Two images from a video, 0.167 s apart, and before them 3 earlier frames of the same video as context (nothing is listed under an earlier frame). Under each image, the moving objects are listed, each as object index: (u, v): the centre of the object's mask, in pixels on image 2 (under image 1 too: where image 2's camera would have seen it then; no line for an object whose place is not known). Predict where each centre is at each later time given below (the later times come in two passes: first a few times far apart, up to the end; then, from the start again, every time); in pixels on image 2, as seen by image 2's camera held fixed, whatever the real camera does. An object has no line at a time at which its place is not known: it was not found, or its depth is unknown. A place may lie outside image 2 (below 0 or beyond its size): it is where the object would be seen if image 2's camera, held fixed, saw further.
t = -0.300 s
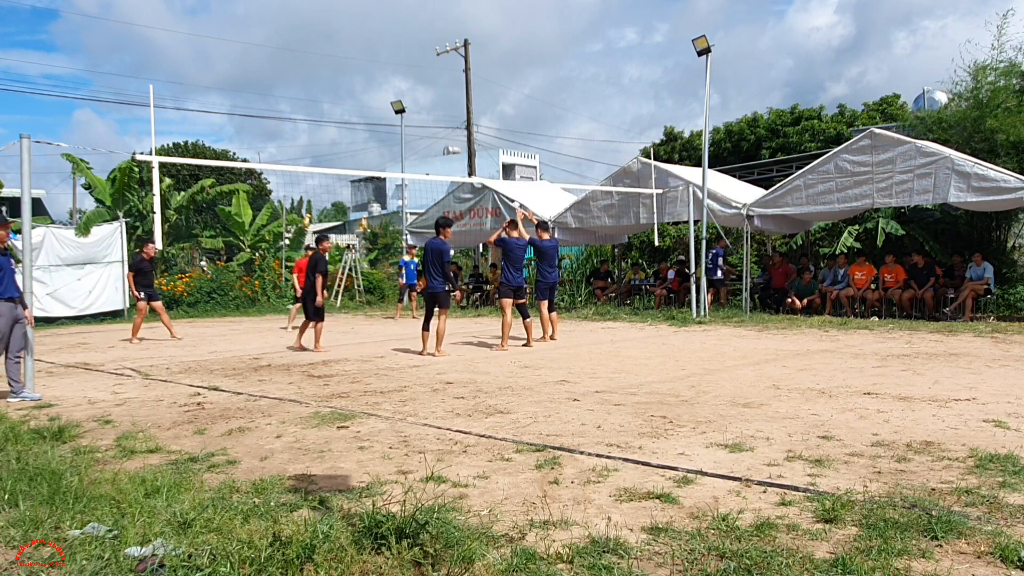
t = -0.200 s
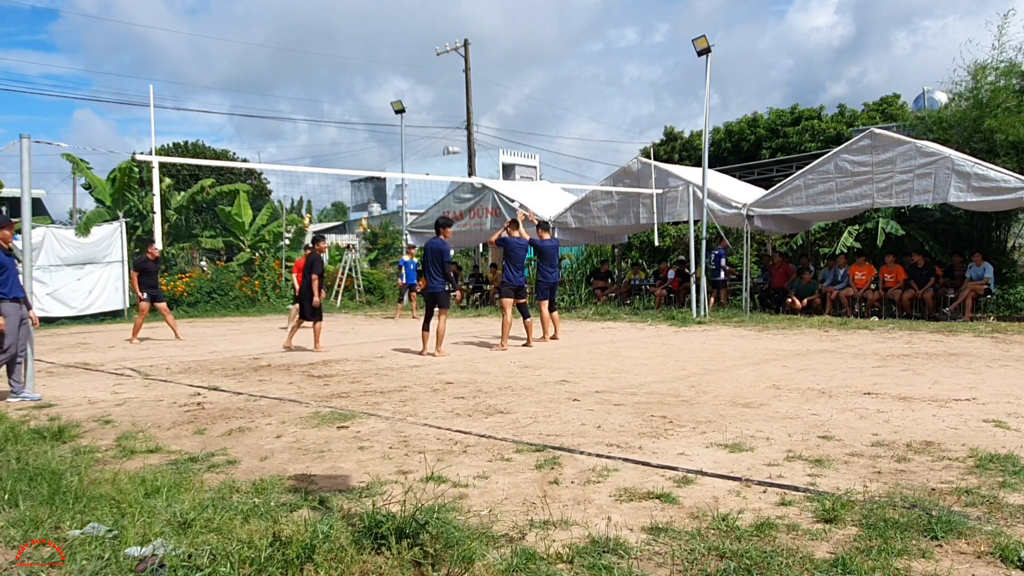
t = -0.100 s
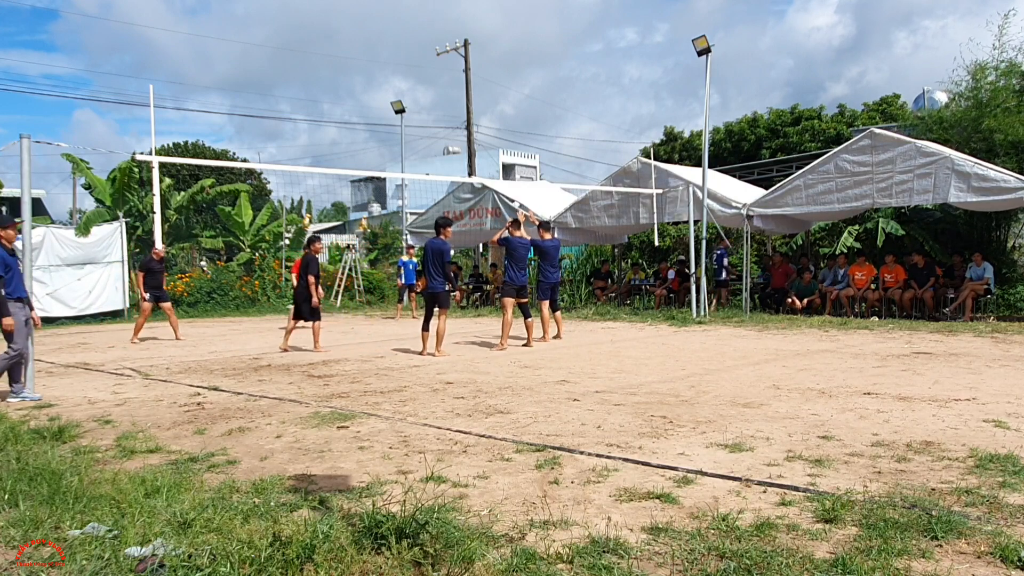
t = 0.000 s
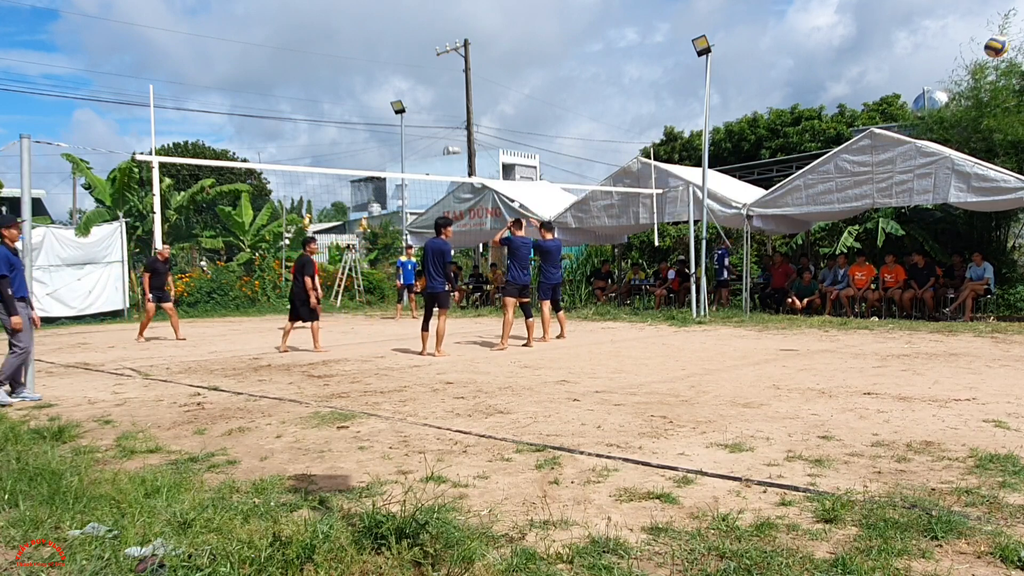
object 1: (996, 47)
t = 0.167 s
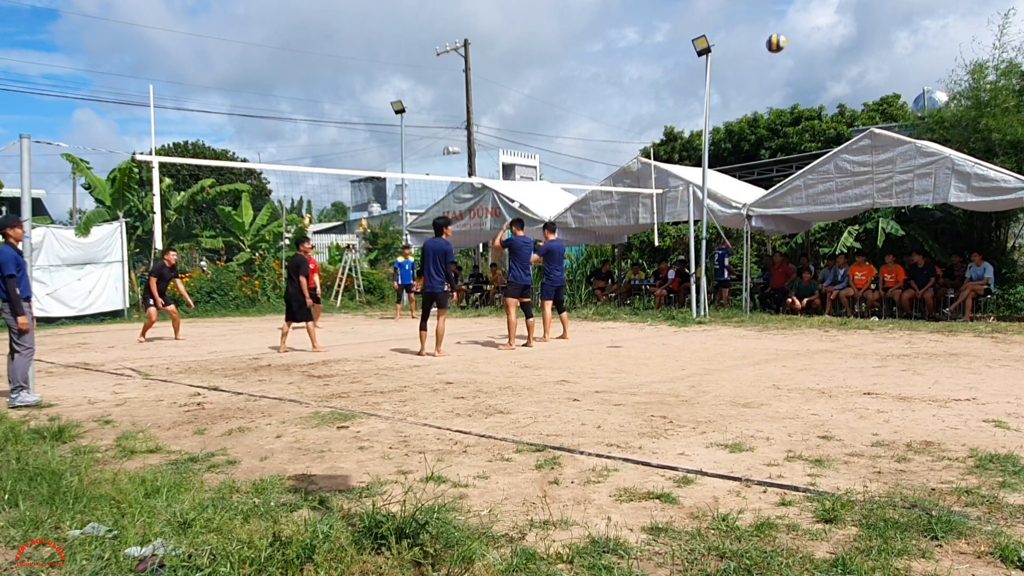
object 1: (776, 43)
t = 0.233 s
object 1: (700, 48)
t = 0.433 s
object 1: (505, 84)
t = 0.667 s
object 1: (324, 153)
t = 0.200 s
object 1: (737, 45)
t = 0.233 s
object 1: (700, 48)
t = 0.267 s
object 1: (664, 53)
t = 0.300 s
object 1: (629, 58)
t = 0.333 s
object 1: (597, 63)
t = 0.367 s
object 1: (565, 69)
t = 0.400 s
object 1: (534, 76)
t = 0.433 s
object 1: (505, 84)
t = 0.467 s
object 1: (477, 92)
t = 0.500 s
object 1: (448, 101)
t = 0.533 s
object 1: (422, 110)
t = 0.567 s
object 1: (396, 120)
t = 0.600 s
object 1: (371, 131)
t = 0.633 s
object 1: (347, 142)
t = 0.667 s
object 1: (324, 153)
